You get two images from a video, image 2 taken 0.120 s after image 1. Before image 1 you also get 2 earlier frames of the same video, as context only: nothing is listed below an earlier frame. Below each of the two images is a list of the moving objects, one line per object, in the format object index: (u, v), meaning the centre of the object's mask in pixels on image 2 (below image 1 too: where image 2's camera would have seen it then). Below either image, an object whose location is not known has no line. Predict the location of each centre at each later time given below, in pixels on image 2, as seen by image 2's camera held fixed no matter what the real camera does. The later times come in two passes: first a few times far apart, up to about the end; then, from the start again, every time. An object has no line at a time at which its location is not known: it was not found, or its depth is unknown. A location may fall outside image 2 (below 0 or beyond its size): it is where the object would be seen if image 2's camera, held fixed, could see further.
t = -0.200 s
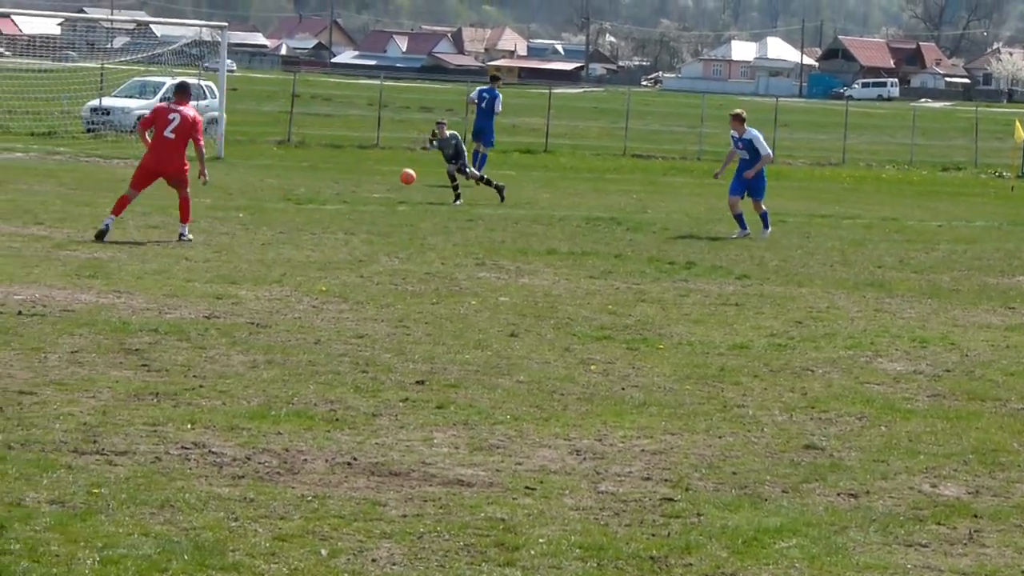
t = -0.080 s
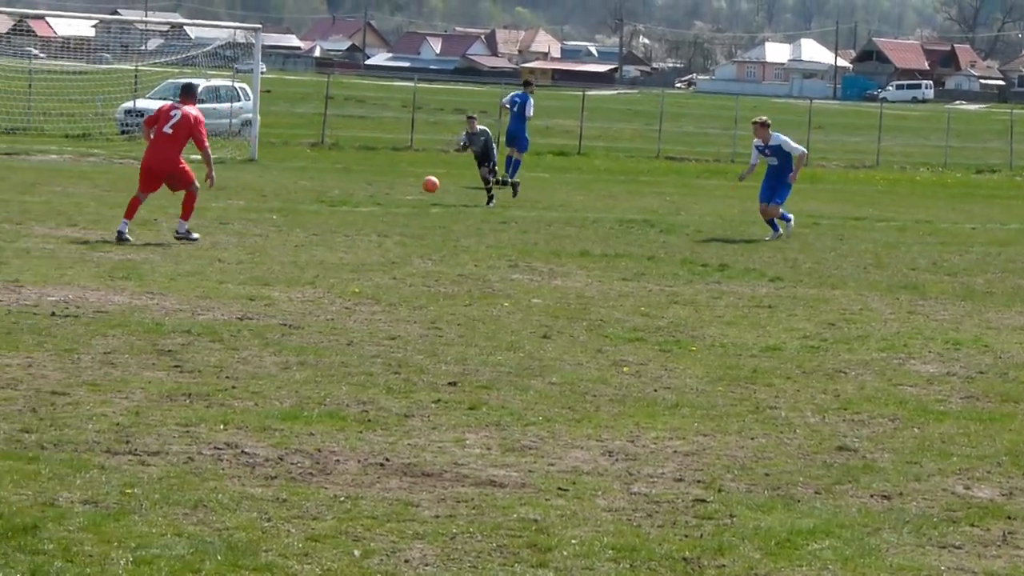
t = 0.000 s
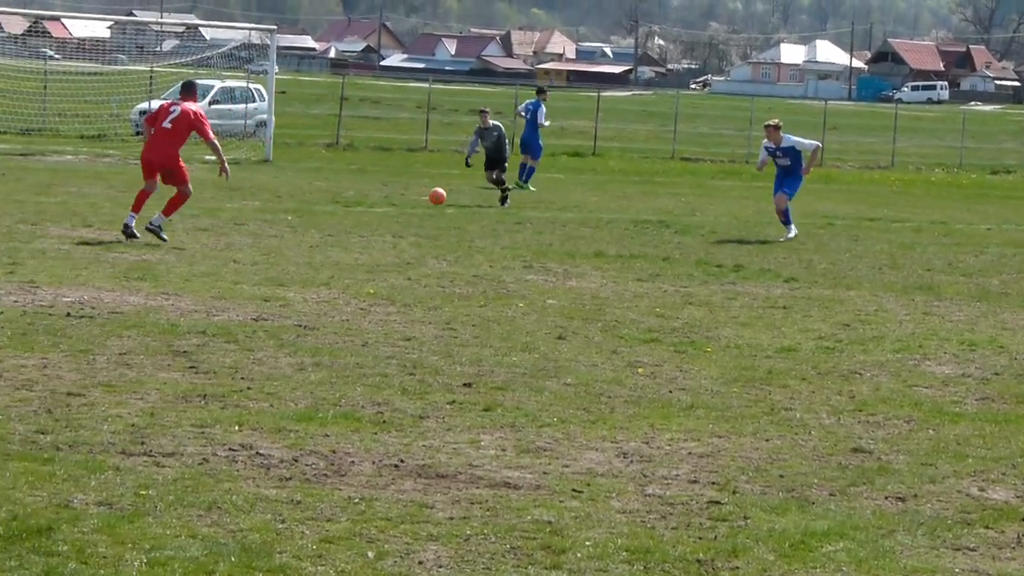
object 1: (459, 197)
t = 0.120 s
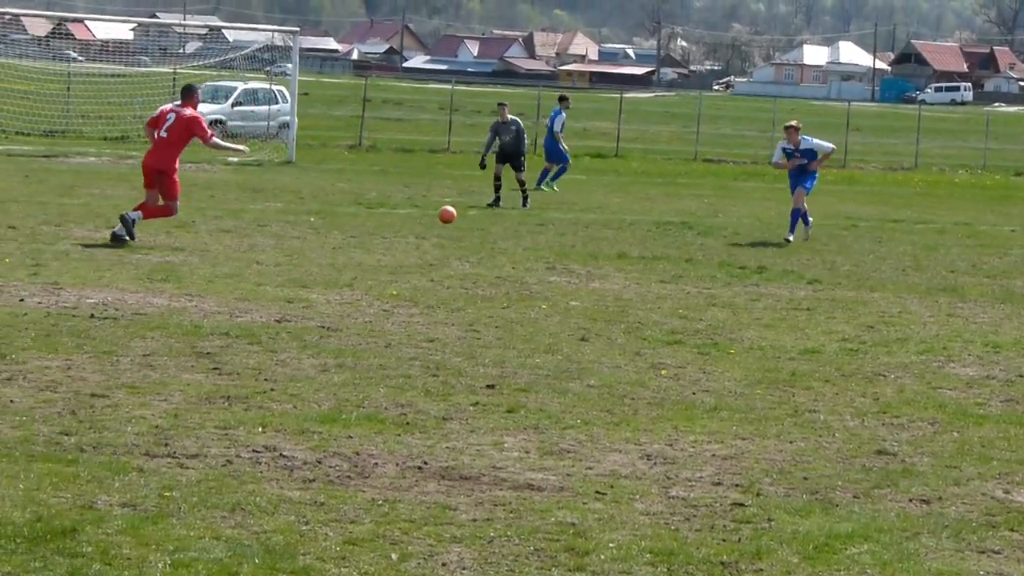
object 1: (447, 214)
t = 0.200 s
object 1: (439, 209)
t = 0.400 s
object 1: (413, 228)
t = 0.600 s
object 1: (393, 234)
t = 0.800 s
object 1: (376, 236)
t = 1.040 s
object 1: (350, 256)
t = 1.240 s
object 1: (324, 267)
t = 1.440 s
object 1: (296, 259)
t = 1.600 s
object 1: (269, 283)
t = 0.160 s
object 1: (443, 211)
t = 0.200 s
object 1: (439, 209)
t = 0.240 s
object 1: (434, 210)
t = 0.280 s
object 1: (429, 211)
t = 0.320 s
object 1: (424, 215)
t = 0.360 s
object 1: (419, 220)
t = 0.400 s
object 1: (413, 228)
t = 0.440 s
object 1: (408, 229)
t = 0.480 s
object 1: (405, 227)
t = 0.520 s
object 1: (401, 228)
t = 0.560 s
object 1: (397, 229)
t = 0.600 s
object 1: (393, 234)
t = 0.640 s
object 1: (389, 236)
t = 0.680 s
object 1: (386, 233)
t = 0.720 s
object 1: (383, 232)
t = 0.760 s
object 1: (379, 233)
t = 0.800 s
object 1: (376, 236)
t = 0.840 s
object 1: (372, 239)
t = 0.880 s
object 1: (368, 246)
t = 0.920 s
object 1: (364, 248)
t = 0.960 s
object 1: (360, 249)
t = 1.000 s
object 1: (355, 252)
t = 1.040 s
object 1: (350, 256)
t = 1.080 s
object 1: (345, 256)
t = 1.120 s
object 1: (341, 255)
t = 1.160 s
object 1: (335, 257)
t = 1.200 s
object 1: (330, 261)
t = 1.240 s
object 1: (324, 267)
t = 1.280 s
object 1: (319, 262)
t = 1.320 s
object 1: (314, 259)
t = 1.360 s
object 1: (308, 257)
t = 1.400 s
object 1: (303, 257)
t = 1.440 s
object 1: (296, 259)
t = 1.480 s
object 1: (290, 265)
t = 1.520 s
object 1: (283, 271)
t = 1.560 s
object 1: (276, 282)
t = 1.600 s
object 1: (269, 283)
